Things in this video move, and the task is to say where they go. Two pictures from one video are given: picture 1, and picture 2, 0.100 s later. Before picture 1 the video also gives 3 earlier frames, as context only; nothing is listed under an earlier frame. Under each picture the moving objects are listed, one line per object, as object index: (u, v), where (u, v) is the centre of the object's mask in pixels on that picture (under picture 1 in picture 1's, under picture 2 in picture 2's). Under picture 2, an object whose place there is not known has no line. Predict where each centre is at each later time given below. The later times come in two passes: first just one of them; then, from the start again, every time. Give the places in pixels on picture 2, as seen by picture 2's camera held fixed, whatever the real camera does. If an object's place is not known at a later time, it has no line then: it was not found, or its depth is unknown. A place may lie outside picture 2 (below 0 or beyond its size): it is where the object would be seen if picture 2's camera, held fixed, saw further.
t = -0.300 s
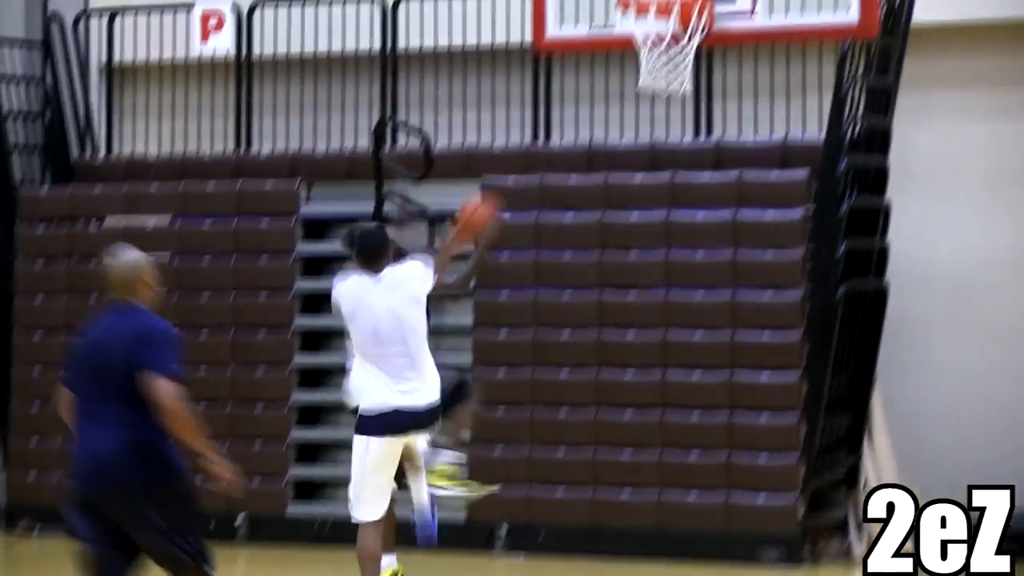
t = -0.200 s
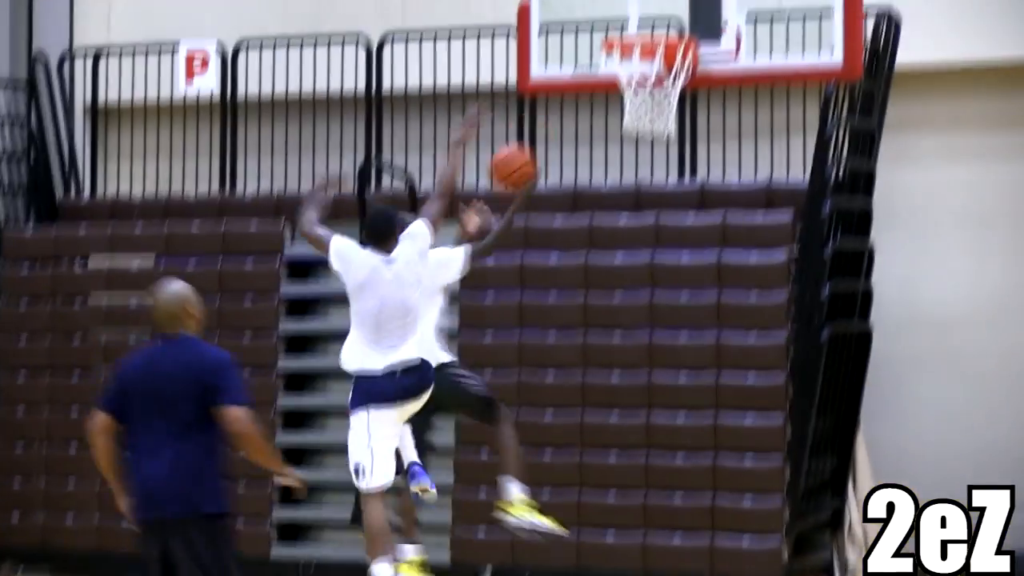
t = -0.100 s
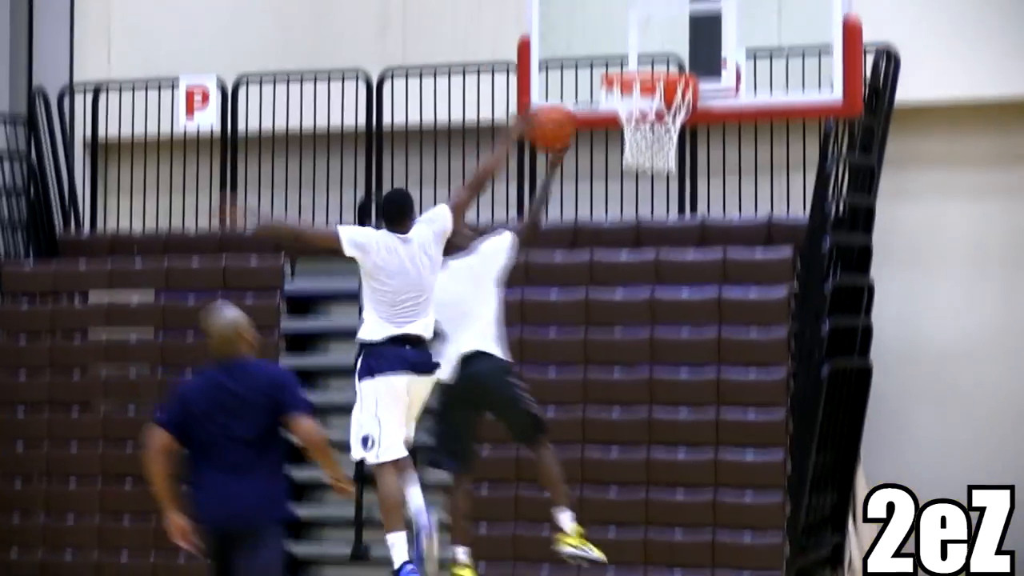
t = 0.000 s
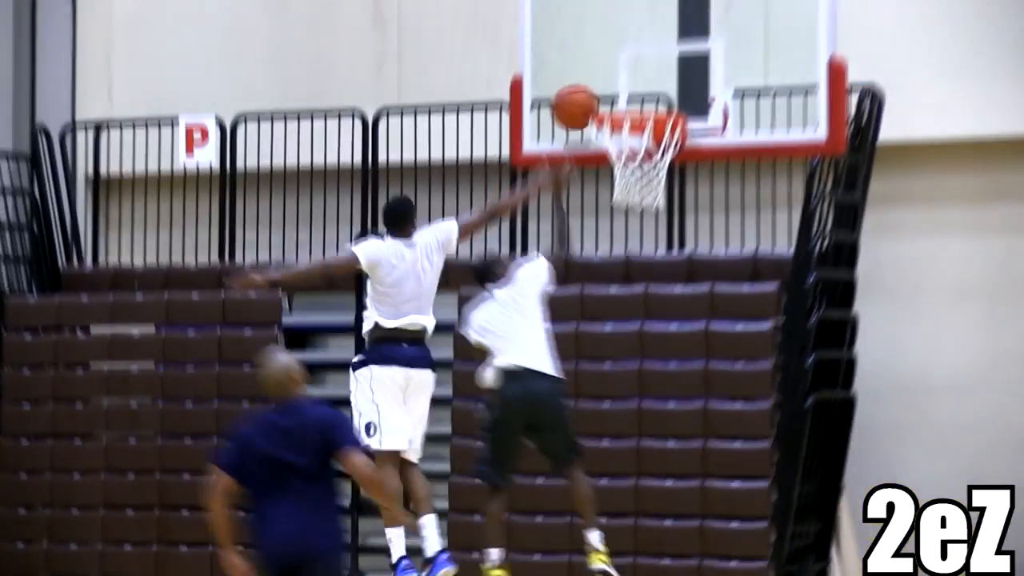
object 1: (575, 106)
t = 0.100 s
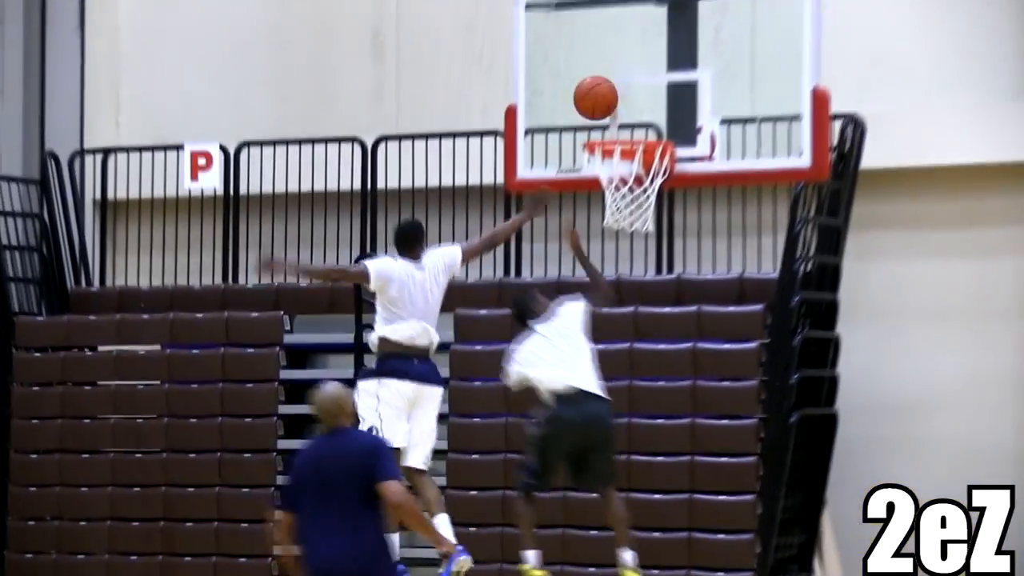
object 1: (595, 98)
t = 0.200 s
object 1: (604, 84)
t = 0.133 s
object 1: (598, 91)
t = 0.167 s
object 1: (601, 87)
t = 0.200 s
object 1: (604, 84)
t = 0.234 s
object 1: (607, 84)
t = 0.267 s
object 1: (609, 86)
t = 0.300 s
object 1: (612, 90)
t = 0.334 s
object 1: (615, 96)
